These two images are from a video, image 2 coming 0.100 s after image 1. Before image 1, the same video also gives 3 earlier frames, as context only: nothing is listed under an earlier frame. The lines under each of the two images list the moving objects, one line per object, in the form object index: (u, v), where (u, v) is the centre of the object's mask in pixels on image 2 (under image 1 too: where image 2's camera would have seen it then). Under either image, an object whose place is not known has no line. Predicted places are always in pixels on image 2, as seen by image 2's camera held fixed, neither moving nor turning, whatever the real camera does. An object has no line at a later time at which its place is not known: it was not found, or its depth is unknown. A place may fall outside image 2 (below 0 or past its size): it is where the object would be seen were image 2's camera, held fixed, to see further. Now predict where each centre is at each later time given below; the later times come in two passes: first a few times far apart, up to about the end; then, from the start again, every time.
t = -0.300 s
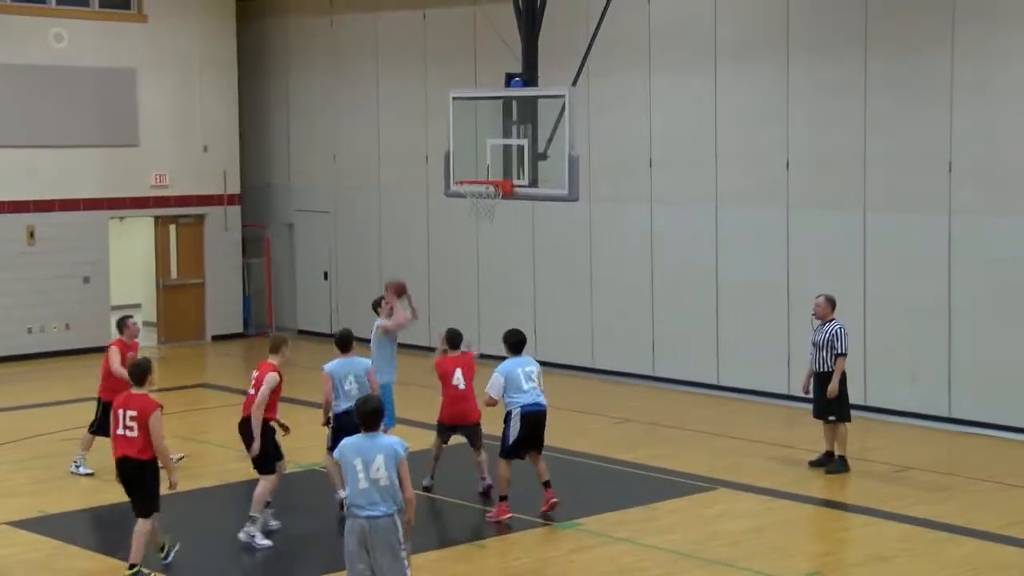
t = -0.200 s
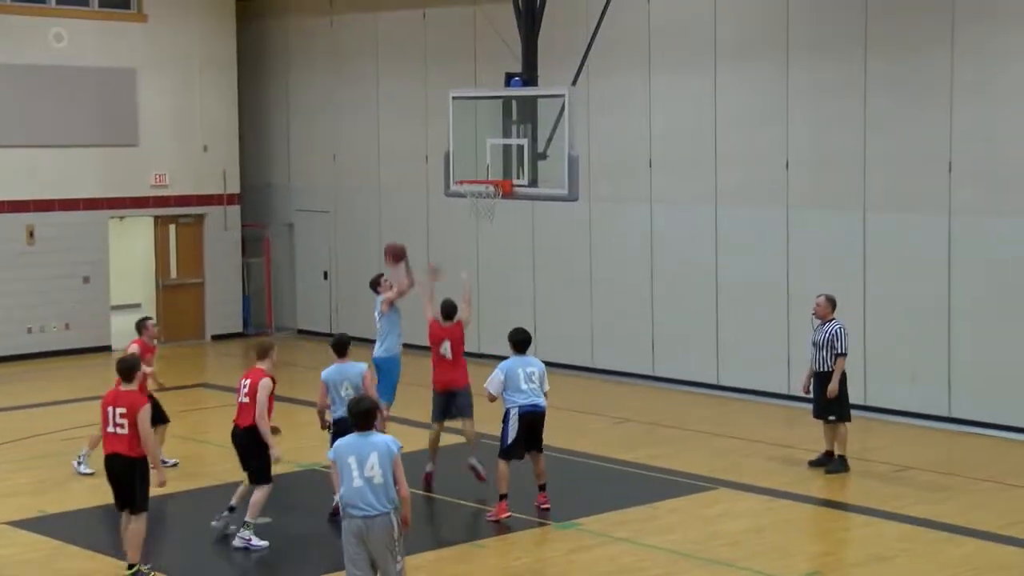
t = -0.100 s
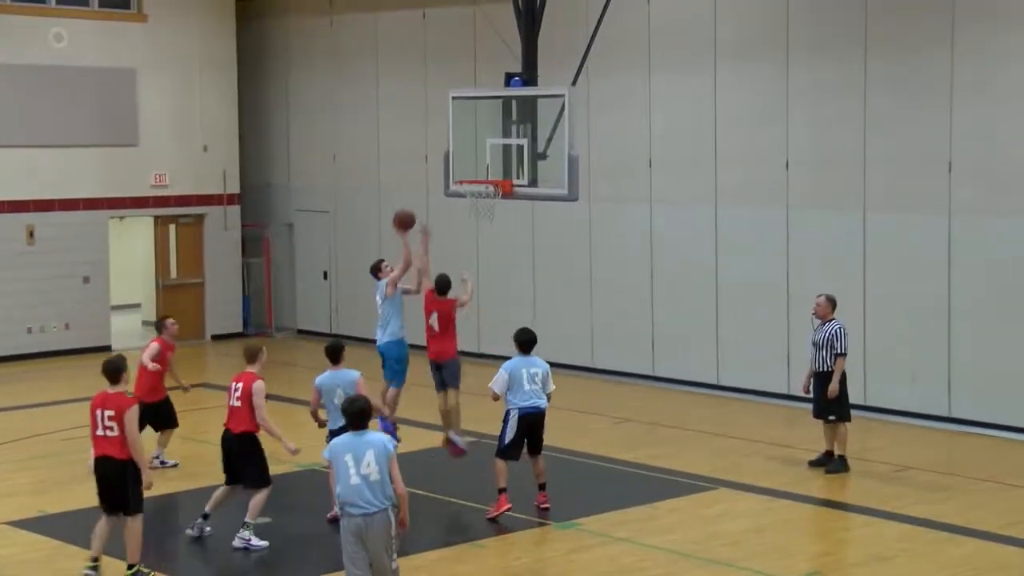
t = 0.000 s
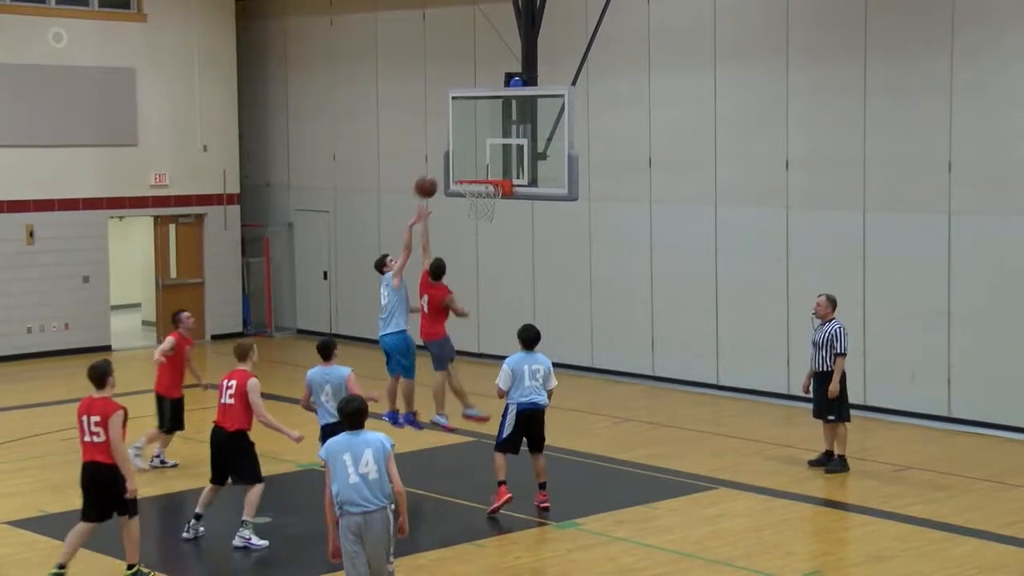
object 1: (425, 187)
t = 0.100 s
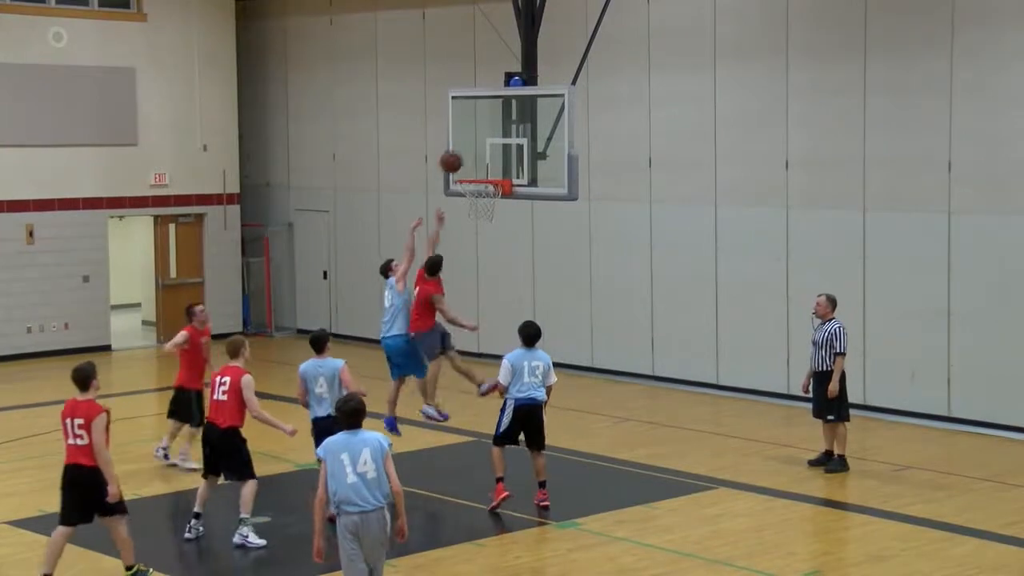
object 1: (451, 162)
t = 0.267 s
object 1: (464, 154)
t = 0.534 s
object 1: (464, 166)
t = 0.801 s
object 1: (478, 168)
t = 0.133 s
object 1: (460, 155)
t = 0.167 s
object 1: (467, 151)
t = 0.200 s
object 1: (467, 151)
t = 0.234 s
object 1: (465, 152)
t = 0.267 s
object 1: (464, 154)
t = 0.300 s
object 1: (463, 156)
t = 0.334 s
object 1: (462, 161)
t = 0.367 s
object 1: (461, 166)
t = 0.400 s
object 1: (461, 167)
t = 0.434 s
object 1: (462, 166)
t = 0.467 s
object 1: (463, 165)
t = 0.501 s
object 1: (463, 165)
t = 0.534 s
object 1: (464, 166)
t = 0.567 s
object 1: (465, 169)
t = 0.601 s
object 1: (466, 170)
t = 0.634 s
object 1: (468, 169)
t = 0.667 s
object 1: (470, 168)
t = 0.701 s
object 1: (471, 168)
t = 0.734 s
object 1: (473, 169)
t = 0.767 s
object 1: (475, 168)
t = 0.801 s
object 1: (478, 168)
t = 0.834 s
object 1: (479, 168)
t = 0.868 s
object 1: (482, 168)
